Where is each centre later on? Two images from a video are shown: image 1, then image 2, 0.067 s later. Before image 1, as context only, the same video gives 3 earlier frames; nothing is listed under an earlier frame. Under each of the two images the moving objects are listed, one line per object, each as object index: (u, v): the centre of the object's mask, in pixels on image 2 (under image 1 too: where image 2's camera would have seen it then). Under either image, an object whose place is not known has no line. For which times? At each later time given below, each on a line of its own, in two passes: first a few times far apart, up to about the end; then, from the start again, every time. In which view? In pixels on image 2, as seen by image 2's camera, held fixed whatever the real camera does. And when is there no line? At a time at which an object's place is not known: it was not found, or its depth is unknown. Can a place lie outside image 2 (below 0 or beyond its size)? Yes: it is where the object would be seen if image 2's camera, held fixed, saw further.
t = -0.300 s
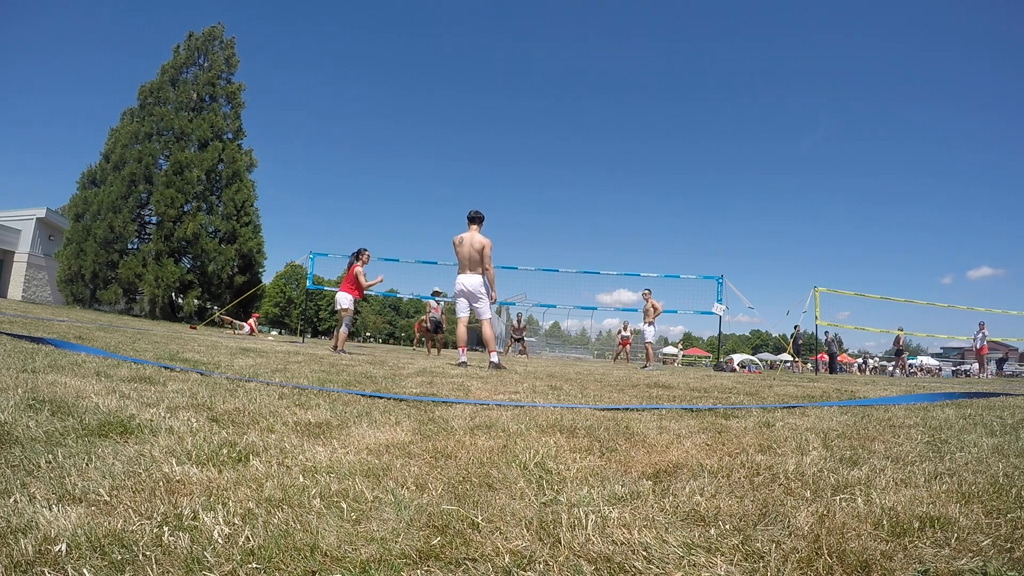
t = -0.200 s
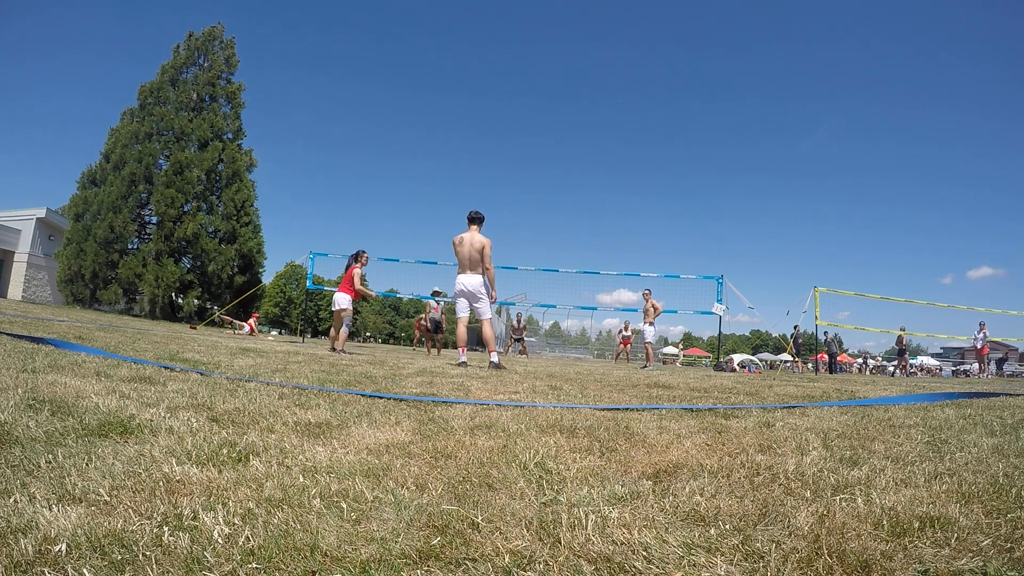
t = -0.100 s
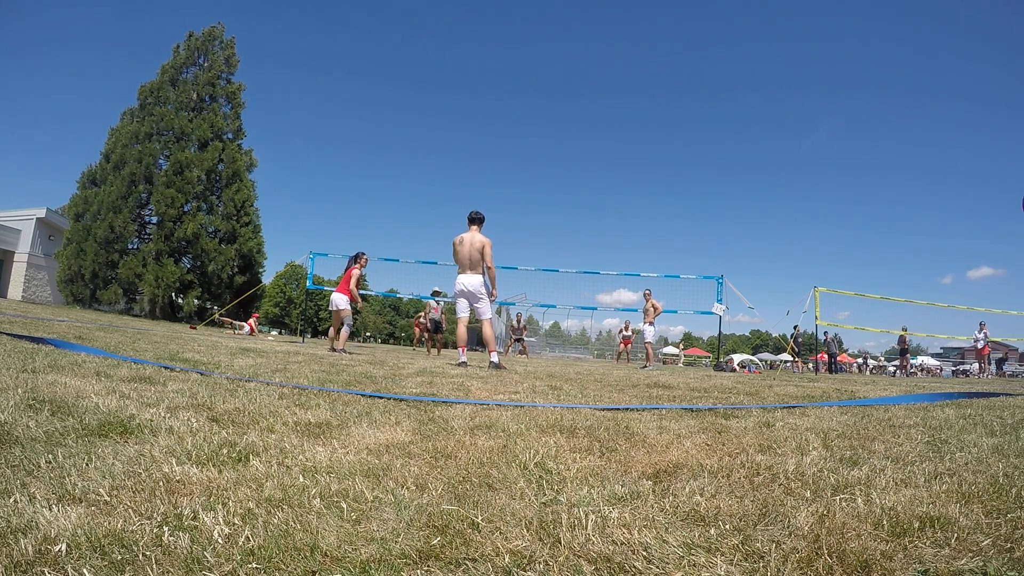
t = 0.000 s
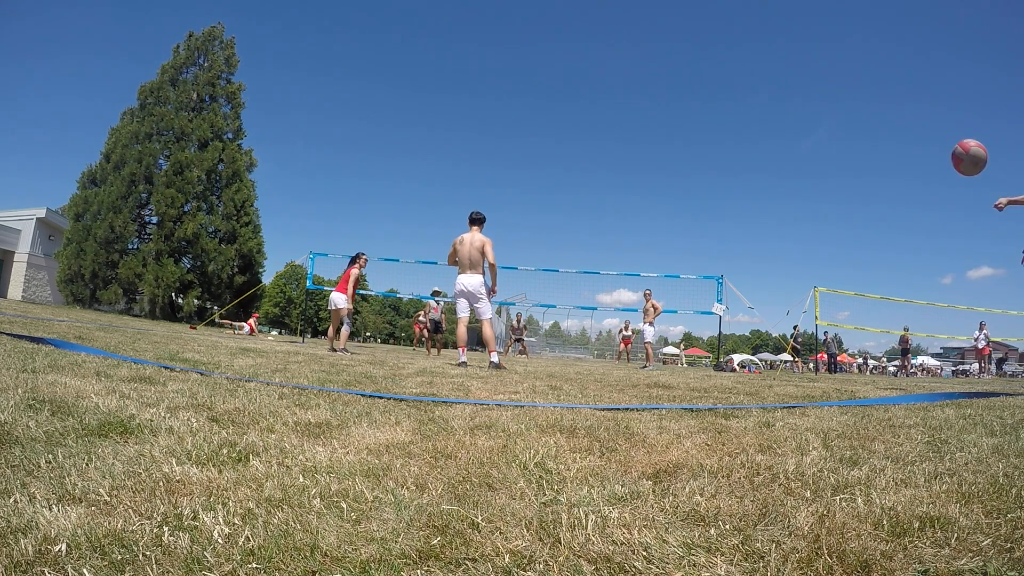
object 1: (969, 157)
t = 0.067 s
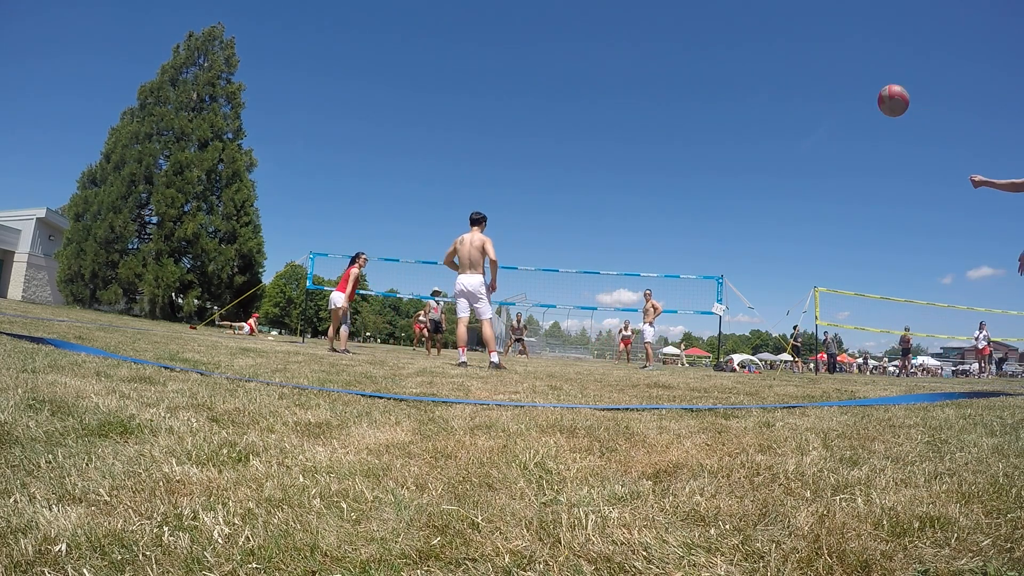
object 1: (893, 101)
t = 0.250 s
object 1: (753, 32)
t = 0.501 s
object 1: (654, 23)
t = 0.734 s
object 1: (600, 47)
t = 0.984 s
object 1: (560, 91)
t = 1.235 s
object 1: (528, 150)
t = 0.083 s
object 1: (877, 90)
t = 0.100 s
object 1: (861, 81)
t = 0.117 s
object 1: (846, 72)
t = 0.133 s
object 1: (832, 65)
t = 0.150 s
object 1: (819, 58)
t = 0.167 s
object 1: (807, 52)
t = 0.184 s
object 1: (795, 47)
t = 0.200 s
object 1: (784, 42)
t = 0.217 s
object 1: (773, 38)
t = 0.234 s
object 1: (763, 35)
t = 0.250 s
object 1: (753, 32)
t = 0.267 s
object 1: (744, 29)
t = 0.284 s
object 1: (736, 27)
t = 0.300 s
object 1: (728, 25)
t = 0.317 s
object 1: (720, 24)
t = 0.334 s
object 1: (712, 23)
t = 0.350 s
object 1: (705, 22)
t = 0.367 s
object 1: (699, 21)
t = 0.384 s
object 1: (692, 21)
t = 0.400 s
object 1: (686, 21)
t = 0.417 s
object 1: (680, 21)
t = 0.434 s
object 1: (674, 21)
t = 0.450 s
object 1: (669, 21)
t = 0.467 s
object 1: (664, 22)
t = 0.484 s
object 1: (659, 22)
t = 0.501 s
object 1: (654, 23)
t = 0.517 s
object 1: (649, 24)
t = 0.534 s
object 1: (645, 25)
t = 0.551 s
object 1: (640, 27)
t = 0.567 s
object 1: (636, 28)
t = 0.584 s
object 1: (632, 30)
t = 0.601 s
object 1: (628, 31)
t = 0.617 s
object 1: (624, 33)
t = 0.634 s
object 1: (620, 34)
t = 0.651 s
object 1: (617, 36)
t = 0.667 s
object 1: (613, 38)
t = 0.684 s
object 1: (610, 40)
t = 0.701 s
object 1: (606, 42)
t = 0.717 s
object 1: (603, 45)
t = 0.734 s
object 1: (600, 47)
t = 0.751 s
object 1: (597, 49)
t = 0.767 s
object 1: (594, 52)
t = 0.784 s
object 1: (591, 55)
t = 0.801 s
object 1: (588, 57)
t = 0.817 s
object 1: (585, 60)
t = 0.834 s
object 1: (582, 63)
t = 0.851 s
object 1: (580, 66)
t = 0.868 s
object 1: (577, 68)
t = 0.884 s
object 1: (574, 72)
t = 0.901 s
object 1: (572, 75)
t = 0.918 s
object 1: (569, 78)
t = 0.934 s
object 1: (567, 81)
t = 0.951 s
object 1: (564, 84)
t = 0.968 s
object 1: (562, 88)
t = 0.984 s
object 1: (560, 91)
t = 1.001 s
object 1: (557, 95)
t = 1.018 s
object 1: (555, 99)
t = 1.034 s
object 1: (552, 102)
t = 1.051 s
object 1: (550, 106)
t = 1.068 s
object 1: (548, 109)
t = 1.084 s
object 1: (546, 113)
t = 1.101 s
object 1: (544, 117)
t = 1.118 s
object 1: (542, 121)
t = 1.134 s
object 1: (540, 125)
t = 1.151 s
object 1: (537, 129)
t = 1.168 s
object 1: (536, 133)
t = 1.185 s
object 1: (533, 137)
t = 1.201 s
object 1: (532, 141)
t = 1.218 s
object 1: (530, 145)
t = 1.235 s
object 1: (528, 150)
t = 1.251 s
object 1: (526, 154)
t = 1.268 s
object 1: (524, 159)
